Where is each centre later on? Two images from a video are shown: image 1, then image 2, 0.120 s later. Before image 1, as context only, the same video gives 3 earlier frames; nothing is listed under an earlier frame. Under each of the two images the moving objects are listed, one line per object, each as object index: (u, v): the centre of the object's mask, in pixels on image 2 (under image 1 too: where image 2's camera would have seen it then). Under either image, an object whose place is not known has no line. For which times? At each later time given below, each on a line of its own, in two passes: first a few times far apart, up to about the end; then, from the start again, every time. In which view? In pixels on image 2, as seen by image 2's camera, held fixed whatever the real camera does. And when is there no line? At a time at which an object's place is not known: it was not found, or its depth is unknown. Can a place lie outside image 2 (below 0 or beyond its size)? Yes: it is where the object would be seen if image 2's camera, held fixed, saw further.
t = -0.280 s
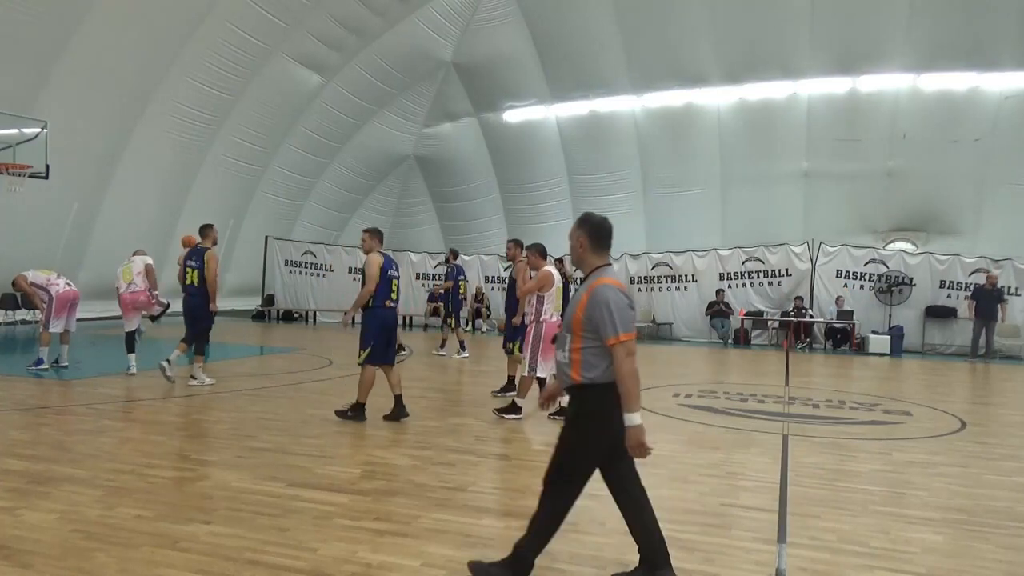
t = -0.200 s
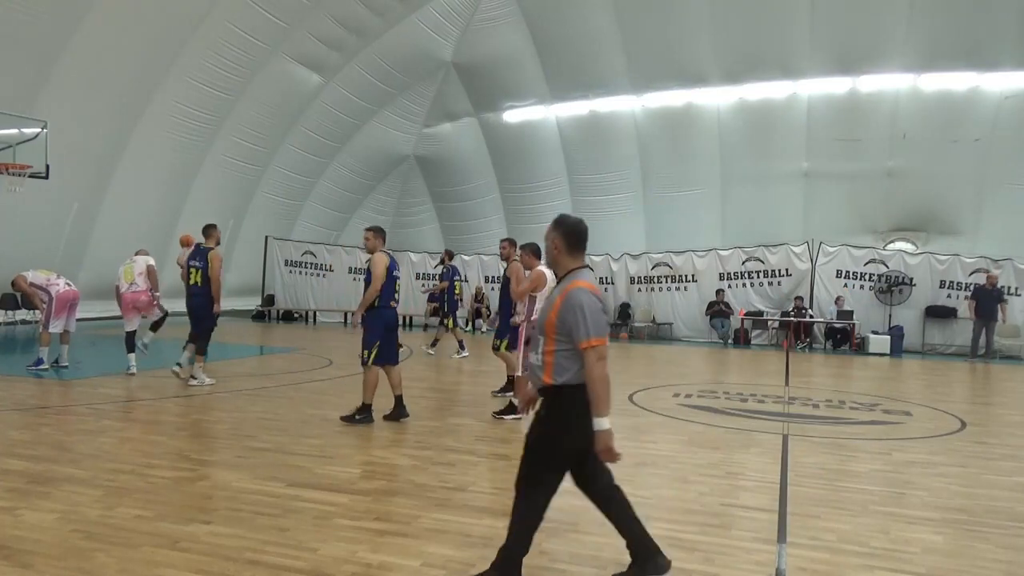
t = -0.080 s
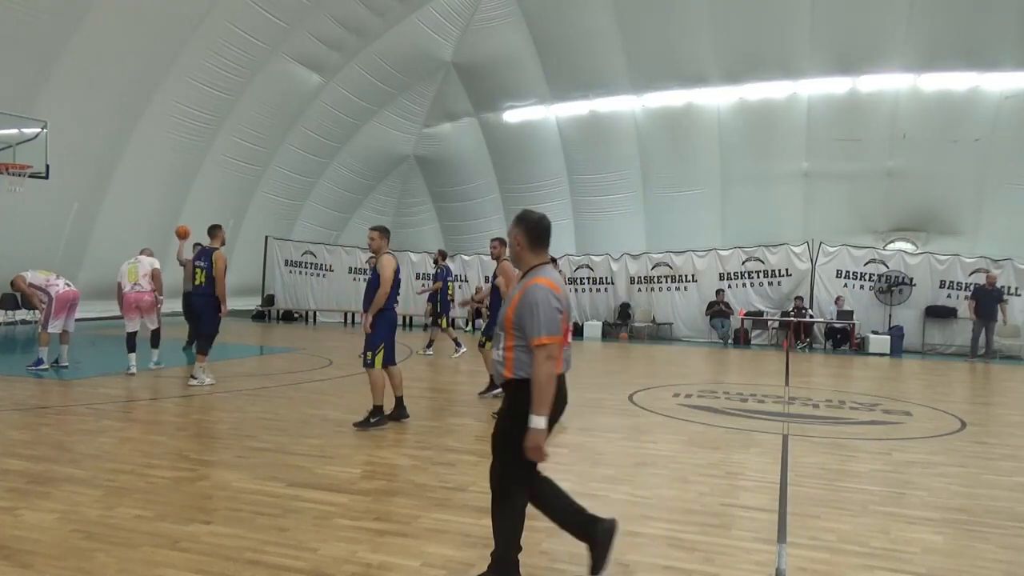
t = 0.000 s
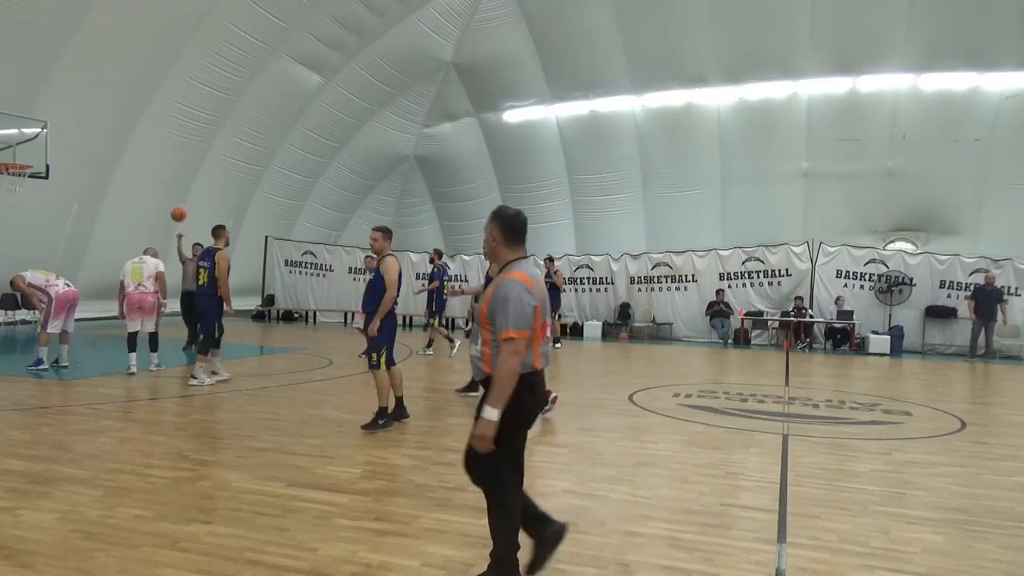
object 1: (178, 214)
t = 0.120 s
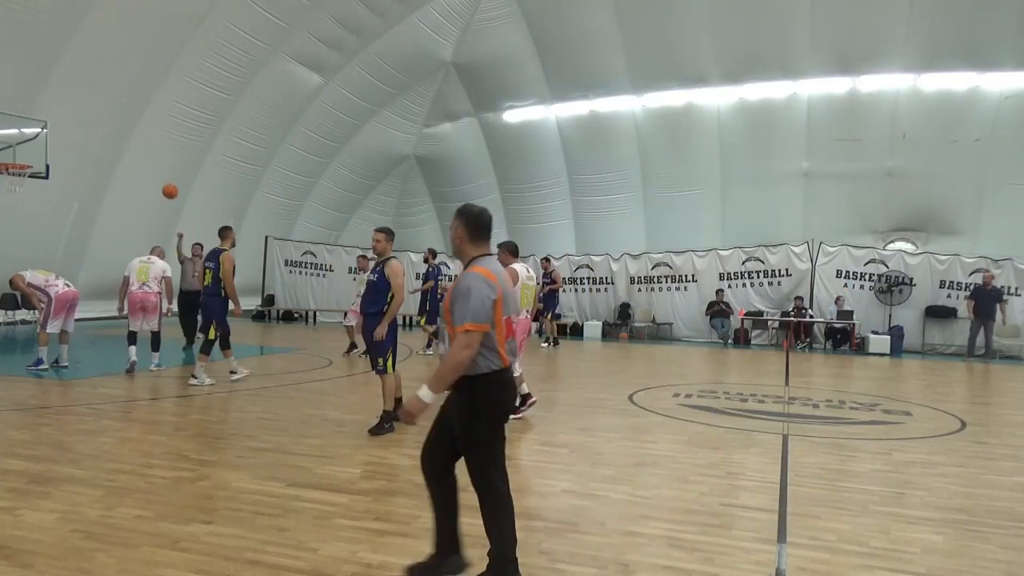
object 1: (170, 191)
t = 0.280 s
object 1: (157, 171)
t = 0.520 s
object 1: (135, 169)
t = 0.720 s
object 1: (113, 202)
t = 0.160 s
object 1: (167, 185)
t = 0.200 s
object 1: (164, 179)
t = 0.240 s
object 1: (161, 175)
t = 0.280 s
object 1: (157, 171)
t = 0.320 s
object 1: (154, 168)
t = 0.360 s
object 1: (151, 166)
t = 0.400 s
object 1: (147, 165)
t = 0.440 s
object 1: (143, 165)
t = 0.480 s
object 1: (139, 166)
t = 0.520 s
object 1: (135, 169)
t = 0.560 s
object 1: (132, 173)
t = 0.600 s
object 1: (128, 178)
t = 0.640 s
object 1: (123, 184)
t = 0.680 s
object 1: (118, 192)
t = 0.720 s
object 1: (113, 202)
